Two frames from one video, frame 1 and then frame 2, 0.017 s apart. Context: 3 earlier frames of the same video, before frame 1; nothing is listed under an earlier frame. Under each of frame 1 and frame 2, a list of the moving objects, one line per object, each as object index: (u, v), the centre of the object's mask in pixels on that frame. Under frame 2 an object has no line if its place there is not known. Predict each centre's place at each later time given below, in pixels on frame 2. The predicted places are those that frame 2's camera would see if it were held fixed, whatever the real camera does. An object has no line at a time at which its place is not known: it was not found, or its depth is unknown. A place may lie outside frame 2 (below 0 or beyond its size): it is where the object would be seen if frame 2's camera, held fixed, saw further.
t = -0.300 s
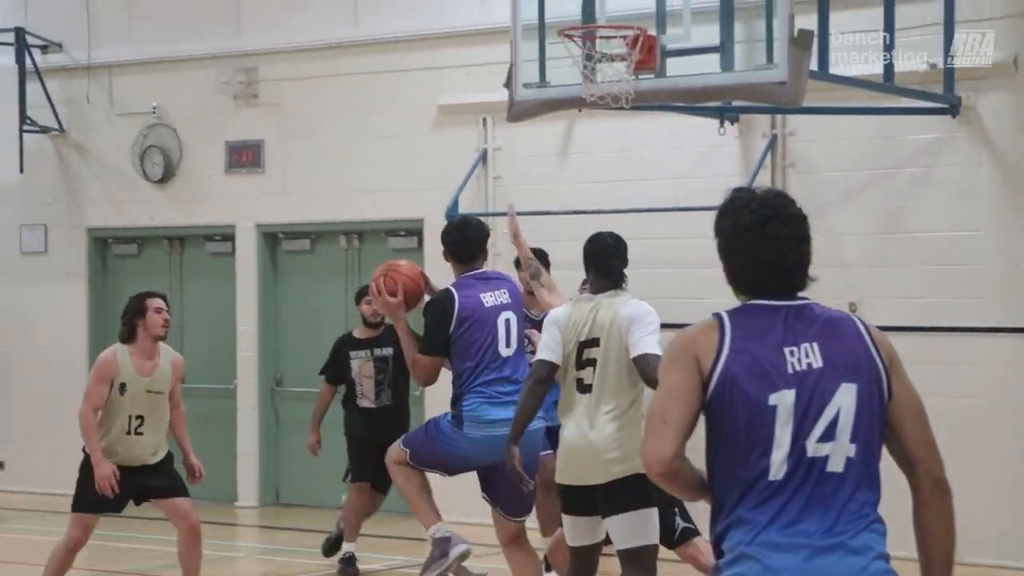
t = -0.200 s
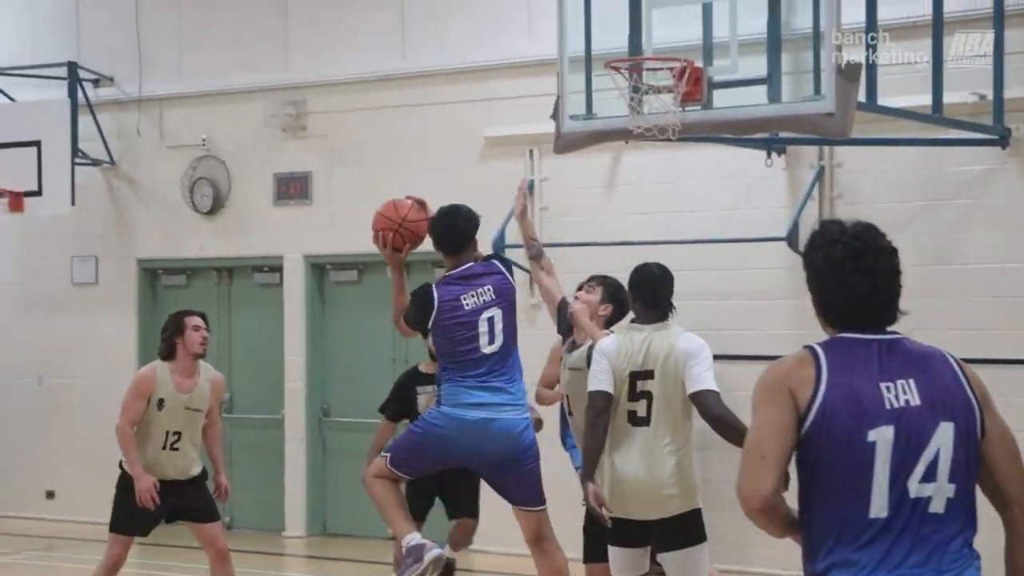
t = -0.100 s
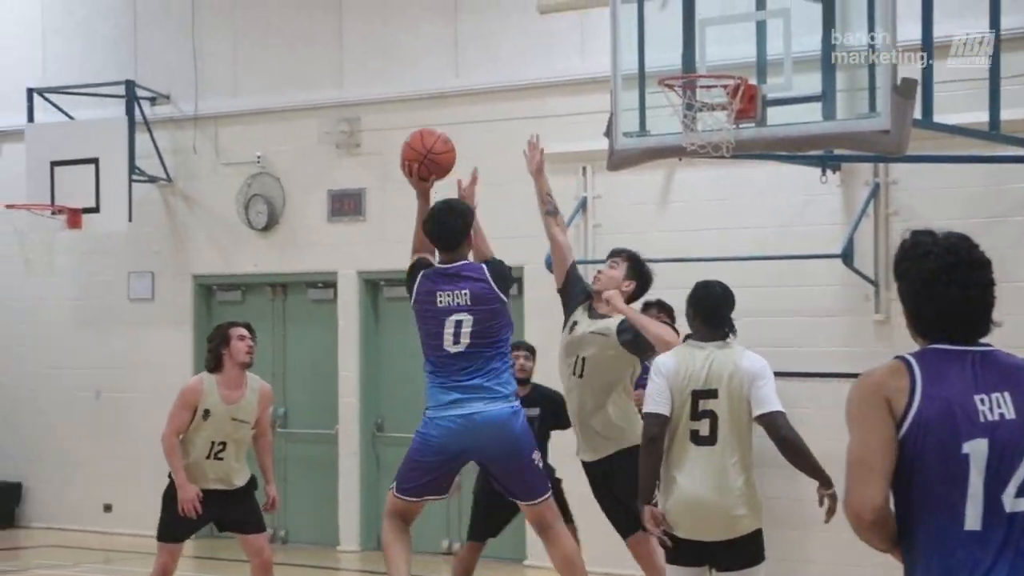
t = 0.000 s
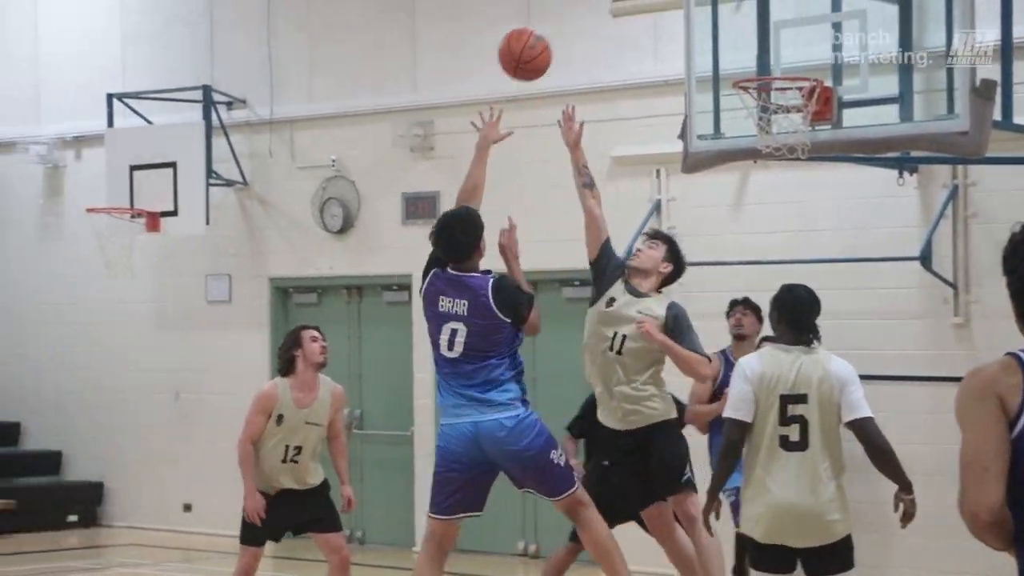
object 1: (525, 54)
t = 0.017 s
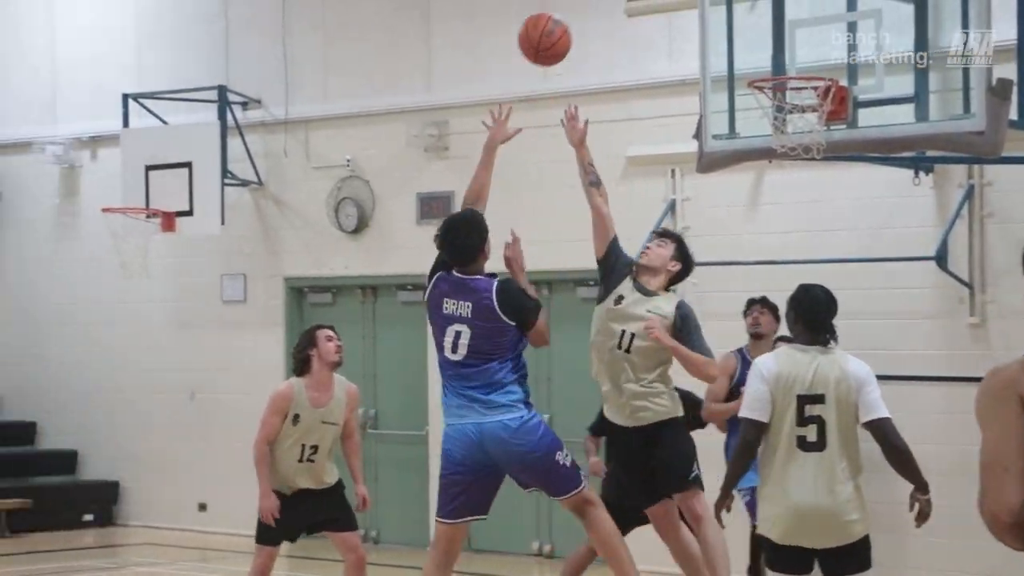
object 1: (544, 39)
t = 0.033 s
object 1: (547, 25)
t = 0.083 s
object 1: (557, 7)
